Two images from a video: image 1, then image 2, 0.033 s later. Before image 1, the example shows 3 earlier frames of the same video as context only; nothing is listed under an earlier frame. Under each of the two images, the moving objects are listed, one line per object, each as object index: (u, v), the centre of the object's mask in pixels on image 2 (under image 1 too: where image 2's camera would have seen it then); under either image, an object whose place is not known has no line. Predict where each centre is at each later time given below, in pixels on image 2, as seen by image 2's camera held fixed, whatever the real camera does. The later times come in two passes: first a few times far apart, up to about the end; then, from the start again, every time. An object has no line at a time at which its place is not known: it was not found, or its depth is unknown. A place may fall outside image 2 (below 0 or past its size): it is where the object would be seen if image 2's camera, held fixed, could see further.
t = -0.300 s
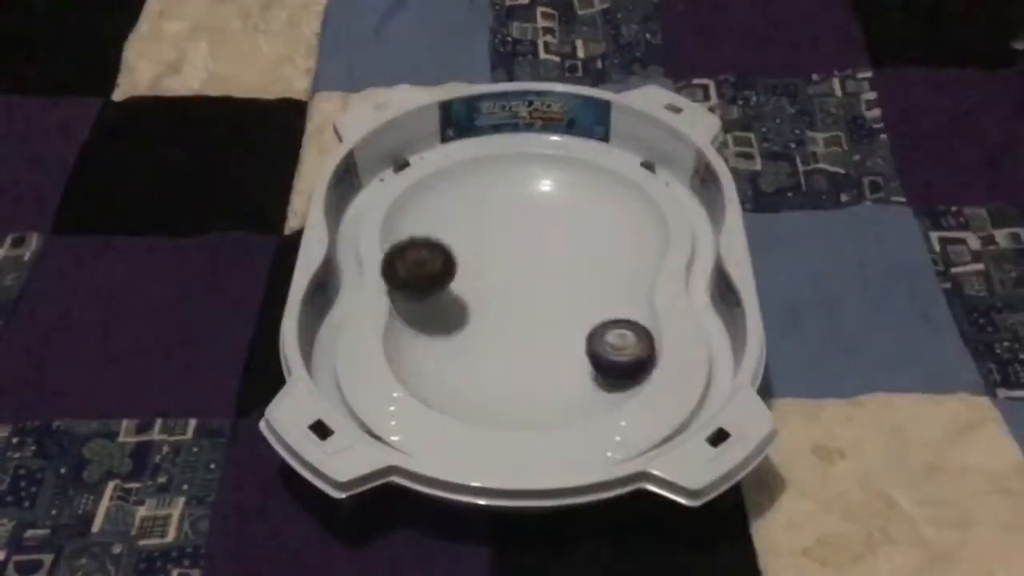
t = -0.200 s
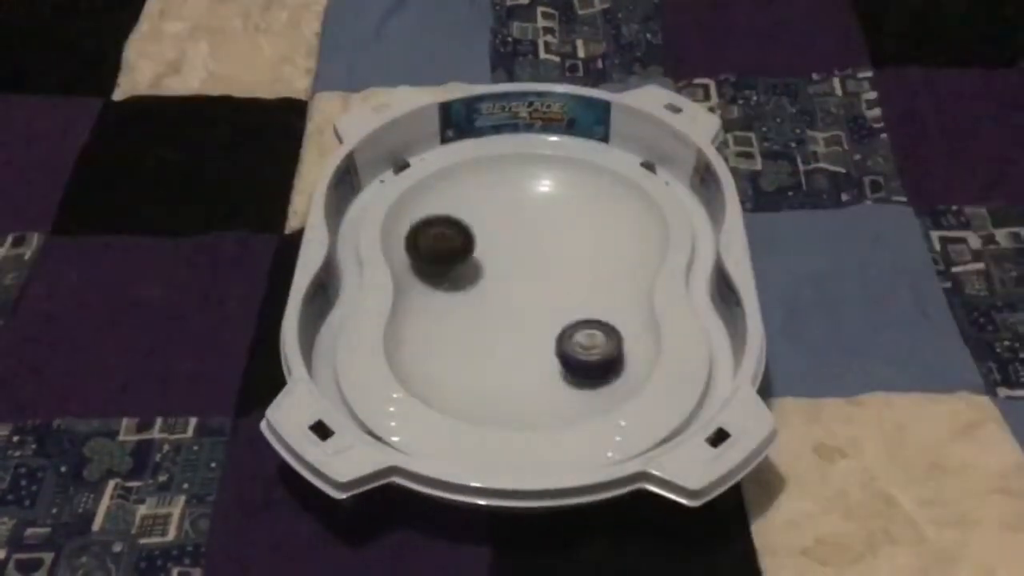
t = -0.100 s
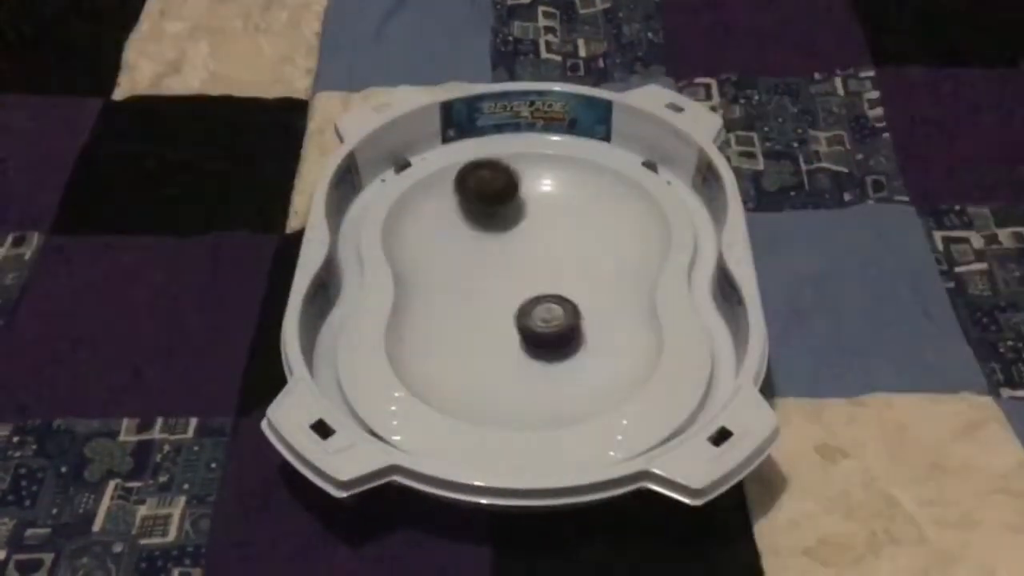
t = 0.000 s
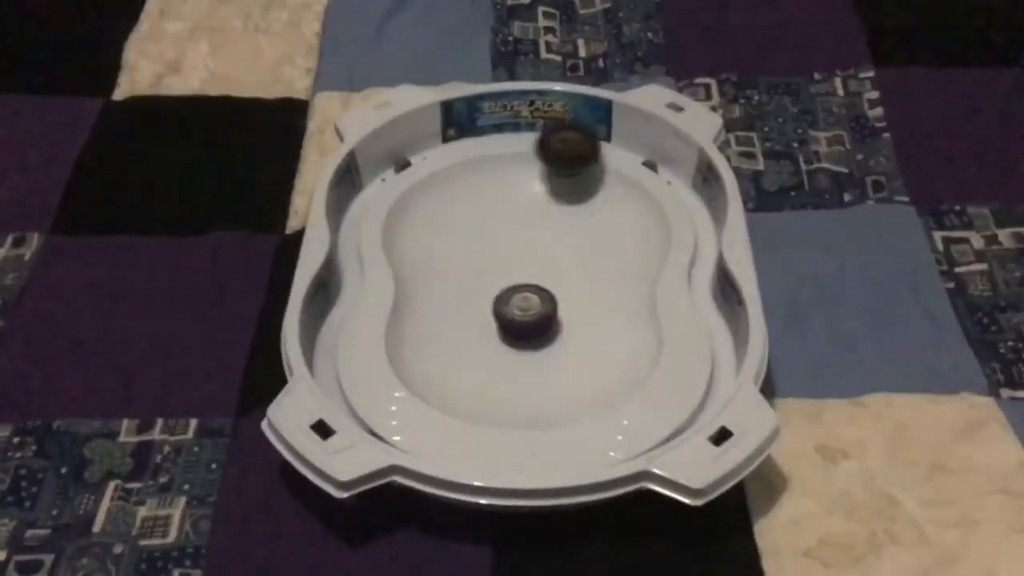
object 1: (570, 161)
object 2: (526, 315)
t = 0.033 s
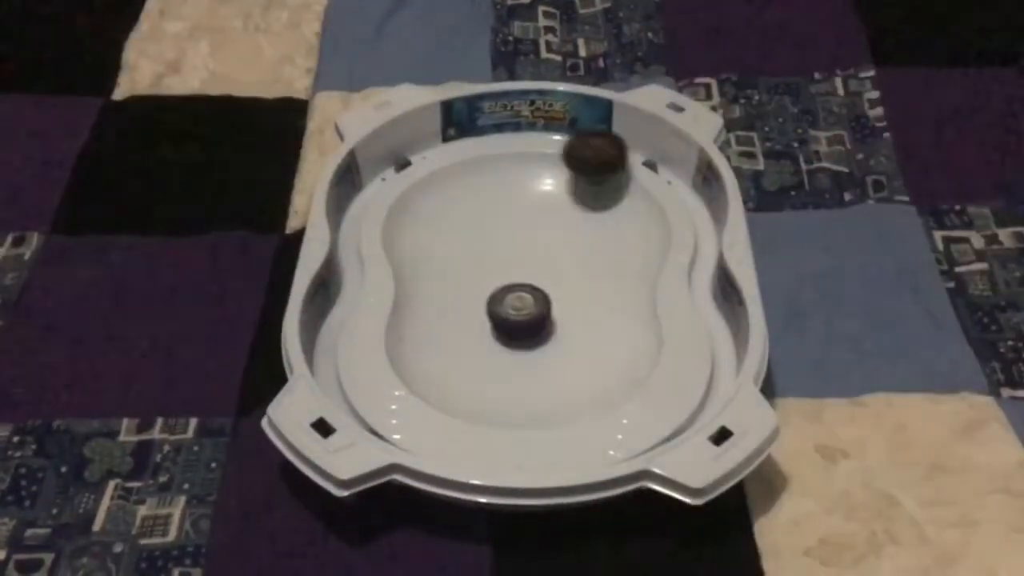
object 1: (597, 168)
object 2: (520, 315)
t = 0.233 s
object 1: (591, 338)
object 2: (478, 353)
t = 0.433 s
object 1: (451, 429)
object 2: (450, 365)
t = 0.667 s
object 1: (368, 386)
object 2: (503, 331)
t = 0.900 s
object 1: (354, 309)
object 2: (498, 295)
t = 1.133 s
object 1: (382, 241)
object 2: (522, 230)
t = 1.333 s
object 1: (450, 217)
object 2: (506, 178)
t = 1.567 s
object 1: (544, 229)
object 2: (639, 239)
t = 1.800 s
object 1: (495, 240)
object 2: (698, 322)
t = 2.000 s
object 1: (497, 226)
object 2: (707, 350)
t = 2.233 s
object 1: (525, 242)
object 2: (692, 383)
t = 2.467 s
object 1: (498, 261)
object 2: (666, 408)
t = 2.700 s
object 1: (494, 235)
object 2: (628, 429)
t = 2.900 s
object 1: (551, 243)
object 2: (602, 437)
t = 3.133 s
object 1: (557, 306)
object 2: (569, 437)
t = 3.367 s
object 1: (541, 340)
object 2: (539, 428)
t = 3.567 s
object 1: (532, 351)
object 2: (506, 415)
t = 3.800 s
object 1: (517, 328)
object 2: (522, 388)
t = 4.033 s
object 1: (498, 258)
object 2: (576, 315)
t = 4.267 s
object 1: (556, 167)
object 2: (555, 222)
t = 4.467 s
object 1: (608, 232)
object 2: (468, 205)
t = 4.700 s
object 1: (521, 307)
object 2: (438, 272)
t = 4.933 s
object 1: (533, 311)
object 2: (431, 316)
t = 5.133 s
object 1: (555, 320)
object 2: (485, 364)
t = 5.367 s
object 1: (622, 307)
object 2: (477, 339)
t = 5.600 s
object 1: (572, 367)
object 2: (492, 319)
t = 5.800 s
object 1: (504, 307)
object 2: (537, 259)
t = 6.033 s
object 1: (475, 173)
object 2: (567, 181)
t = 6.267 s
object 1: (518, 212)
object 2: (586, 245)
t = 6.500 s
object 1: (472, 238)
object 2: (604, 285)
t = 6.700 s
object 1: (443, 208)
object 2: (569, 277)
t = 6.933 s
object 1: (500, 205)
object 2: (571, 292)
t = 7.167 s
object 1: (522, 214)
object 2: (596, 355)
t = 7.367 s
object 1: (505, 256)
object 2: (588, 378)
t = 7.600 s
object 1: (477, 263)
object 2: (563, 379)
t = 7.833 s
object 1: (502, 258)
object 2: (505, 381)
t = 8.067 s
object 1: (561, 270)
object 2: (484, 378)
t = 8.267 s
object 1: (591, 308)
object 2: (466, 348)
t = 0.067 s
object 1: (618, 186)
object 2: (513, 316)
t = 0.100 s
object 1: (630, 211)
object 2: (506, 320)
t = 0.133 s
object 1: (633, 238)
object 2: (498, 324)
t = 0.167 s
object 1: (625, 267)
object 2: (491, 333)
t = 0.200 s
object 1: (611, 300)
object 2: (485, 342)
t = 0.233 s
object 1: (591, 338)
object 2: (478, 353)
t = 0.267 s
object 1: (563, 373)
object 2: (474, 366)
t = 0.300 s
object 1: (539, 395)
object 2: (461, 375)
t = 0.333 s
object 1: (517, 392)
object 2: (445, 375)
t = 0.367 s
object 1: (494, 391)
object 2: (437, 366)
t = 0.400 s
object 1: (472, 403)
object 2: (438, 363)
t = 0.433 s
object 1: (451, 429)
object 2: (450, 365)
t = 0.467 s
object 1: (435, 430)
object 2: (463, 364)
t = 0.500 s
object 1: (423, 422)
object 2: (478, 360)
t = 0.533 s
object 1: (411, 416)
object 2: (492, 357)
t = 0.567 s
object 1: (399, 410)
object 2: (501, 352)
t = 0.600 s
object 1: (387, 403)
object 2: (506, 346)
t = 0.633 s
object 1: (376, 396)
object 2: (506, 339)
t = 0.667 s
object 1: (368, 386)
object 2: (503, 331)
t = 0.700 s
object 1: (360, 377)
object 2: (500, 324)
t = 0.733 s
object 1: (354, 367)
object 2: (498, 319)
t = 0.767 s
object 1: (348, 348)
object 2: (497, 313)
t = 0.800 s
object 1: (346, 337)
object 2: (496, 309)
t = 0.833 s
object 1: (346, 332)
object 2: (496, 305)
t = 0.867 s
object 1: (348, 321)
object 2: (497, 300)
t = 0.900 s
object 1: (354, 309)
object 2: (498, 295)
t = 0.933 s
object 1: (353, 297)
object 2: (500, 289)
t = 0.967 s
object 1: (365, 286)
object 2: (503, 283)
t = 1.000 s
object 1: (369, 275)
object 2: (506, 275)
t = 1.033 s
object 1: (374, 266)
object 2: (511, 266)
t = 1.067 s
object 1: (377, 257)
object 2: (516, 255)
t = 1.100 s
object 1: (379, 248)
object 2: (521, 243)
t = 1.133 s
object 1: (382, 241)
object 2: (522, 230)
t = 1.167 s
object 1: (385, 232)
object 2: (520, 214)
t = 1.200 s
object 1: (390, 224)
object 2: (514, 203)
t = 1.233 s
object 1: (398, 215)
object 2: (508, 193)
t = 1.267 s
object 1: (414, 222)
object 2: (500, 185)
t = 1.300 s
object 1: (436, 217)
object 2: (493, 183)
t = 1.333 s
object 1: (450, 217)
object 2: (506, 178)
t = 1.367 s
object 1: (460, 219)
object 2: (531, 173)
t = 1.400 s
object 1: (473, 220)
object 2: (555, 173)
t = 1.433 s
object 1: (490, 221)
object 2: (575, 184)
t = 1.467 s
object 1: (508, 221)
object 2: (592, 199)
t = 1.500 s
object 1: (529, 222)
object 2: (604, 214)
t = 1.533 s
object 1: (547, 225)
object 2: (612, 231)
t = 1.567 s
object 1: (544, 229)
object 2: (639, 239)
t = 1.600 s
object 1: (537, 232)
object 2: (648, 235)
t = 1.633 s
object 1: (531, 236)
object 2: (655, 242)
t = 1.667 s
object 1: (523, 240)
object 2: (662, 260)
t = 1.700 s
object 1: (516, 242)
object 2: (668, 287)
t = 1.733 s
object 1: (509, 242)
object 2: (676, 301)
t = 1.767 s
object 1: (502, 242)
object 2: (687, 313)
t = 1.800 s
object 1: (495, 240)
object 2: (698, 322)
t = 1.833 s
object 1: (492, 238)
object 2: (706, 329)
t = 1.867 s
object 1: (489, 234)
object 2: (704, 334)
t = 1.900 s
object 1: (489, 232)
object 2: (705, 338)
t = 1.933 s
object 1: (490, 229)
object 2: (707, 344)
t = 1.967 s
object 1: (493, 227)
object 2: (707, 347)
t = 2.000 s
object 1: (497, 226)
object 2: (707, 350)
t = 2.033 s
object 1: (502, 226)
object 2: (706, 354)
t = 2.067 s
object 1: (507, 227)
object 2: (705, 357)
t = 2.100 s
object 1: (513, 229)
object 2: (702, 362)
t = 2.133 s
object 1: (517, 231)
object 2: (698, 369)
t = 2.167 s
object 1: (521, 234)
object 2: (696, 373)
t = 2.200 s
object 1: (523, 238)
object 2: (695, 377)
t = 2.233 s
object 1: (525, 242)
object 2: (692, 383)
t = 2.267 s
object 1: (526, 246)
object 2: (688, 388)
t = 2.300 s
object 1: (524, 250)
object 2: (686, 391)
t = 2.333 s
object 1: (520, 254)
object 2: (682, 396)
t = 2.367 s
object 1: (514, 257)
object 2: (678, 399)
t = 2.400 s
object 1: (507, 260)
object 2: (672, 403)
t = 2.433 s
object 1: (502, 262)
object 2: (669, 406)
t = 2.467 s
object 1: (498, 261)
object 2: (666, 408)
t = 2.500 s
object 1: (493, 259)
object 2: (661, 412)
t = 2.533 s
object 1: (489, 256)
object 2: (656, 415)
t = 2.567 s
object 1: (485, 252)
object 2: (650, 418)
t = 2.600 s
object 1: (483, 246)
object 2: (645, 421)
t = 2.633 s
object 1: (484, 242)
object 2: (641, 424)
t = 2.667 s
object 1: (488, 238)
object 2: (634, 426)
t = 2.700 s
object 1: (494, 235)
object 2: (628, 429)
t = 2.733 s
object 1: (502, 233)
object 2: (623, 431)
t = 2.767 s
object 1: (511, 232)
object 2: (618, 433)
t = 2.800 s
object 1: (521, 233)
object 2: (615, 434)
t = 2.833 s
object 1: (531, 234)
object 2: (611, 435)
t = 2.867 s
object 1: (541, 238)
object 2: (607, 436)
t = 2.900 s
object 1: (551, 243)
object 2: (602, 437)
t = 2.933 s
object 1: (559, 250)
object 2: (598, 438)
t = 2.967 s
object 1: (564, 256)
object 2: (595, 439)
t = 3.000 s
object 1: (564, 263)
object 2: (592, 439)
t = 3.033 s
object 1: (564, 273)
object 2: (590, 440)
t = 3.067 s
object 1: (561, 284)
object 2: (585, 439)
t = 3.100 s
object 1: (559, 295)
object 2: (576, 439)
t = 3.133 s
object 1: (557, 306)
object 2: (569, 437)
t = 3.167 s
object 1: (556, 315)
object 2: (564, 436)
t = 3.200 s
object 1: (554, 323)
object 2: (560, 436)
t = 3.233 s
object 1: (551, 329)
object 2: (556, 435)
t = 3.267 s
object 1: (550, 334)
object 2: (551, 431)
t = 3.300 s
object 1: (546, 334)
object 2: (547, 430)
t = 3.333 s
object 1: (545, 343)
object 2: (543, 429)
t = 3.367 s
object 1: (541, 340)
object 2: (539, 428)
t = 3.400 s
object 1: (539, 342)
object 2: (534, 426)
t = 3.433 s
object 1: (537, 344)
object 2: (529, 426)
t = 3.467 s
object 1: (537, 351)
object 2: (524, 424)
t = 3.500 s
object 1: (536, 351)
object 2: (518, 419)
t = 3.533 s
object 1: (534, 352)
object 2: (512, 417)
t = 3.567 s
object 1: (532, 351)
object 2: (506, 415)
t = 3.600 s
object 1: (527, 346)
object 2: (499, 412)
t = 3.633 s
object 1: (527, 348)
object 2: (494, 410)
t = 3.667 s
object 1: (525, 346)
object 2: (494, 407)
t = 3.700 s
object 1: (524, 342)
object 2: (498, 405)
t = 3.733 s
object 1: (521, 338)
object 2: (506, 403)
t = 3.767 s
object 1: (518, 333)
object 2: (514, 395)
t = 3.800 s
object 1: (517, 328)
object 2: (522, 388)
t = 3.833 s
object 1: (515, 323)
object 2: (530, 387)
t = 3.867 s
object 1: (513, 317)
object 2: (542, 373)
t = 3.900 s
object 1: (511, 310)
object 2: (551, 358)
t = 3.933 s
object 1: (506, 300)
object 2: (562, 349)
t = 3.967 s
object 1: (502, 286)
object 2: (570, 339)
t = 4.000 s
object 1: (500, 273)
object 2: (575, 327)
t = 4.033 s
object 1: (498, 258)
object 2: (576, 315)
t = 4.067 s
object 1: (497, 243)
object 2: (575, 300)
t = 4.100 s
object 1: (499, 228)
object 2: (573, 285)
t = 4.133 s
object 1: (505, 214)
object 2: (570, 269)
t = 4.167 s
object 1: (515, 203)
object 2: (568, 253)
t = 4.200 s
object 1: (527, 192)
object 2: (567, 238)
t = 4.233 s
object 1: (541, 179)
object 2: (562, 228)
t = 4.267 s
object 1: (556, 167)
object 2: (555, 222)
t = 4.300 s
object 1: (570, 164)
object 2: (545, 216)
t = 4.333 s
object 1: (580, 171)
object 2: (532, 209)
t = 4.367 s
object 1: (590, 184)
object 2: (518, 204)
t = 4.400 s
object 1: (598, 199)
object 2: (502, 202)
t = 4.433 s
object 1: (606, 217)
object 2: (485, 202)
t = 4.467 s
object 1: (608, 232)
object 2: (468, 205)
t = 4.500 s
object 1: (604, 247)
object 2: (453, 211)
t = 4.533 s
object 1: (594, 260)
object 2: (441, 220)
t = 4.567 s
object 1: (576, 274)
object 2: (434, 232)
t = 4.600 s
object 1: (555, 287)
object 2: (436, 248)
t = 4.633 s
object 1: (532, 295)
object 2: (444, 261)
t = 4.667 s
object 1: (518, 301)
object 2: (450, 271)
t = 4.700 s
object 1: (521, 307)
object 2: (438, 272)
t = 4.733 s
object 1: (522, 312)
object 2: (433, 275)
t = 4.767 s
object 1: (521, 313)
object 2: (433, 280)
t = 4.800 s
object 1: (517, 313)
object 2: (436, 287)
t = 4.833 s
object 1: (513, 313)
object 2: (442, 296)
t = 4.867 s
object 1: (522, 312)
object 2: (435, 298)
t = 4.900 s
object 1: (528, 312)
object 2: (431, 305)
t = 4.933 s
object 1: (533, 311)
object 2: (431, 316)
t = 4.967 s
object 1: (538, 312)
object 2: (434, 326)
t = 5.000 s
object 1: (542, 313)
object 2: (440, 341)
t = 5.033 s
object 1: (546, 314)
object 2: (446, 352)
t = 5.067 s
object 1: (548, 310)
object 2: (456, 359)
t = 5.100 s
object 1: (552, 314)
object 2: (470, 363)
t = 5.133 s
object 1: (555, 320)
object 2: (485, 364)
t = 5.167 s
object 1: (556, 318)
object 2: (499, 359)
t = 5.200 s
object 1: (570, 313)
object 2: (496, 357)
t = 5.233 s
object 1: (587, 307)
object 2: (487, 355)
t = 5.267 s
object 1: (601, 303)
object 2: (483, 350)
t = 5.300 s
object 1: (612, 301)
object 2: (480, 346)
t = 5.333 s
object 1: (619, 303)
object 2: (478, 342)
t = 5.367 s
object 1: (622, 307)
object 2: (477, 339)
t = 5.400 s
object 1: (623, 313)
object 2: (477, 336)
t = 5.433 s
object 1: (622, 322)
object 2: (476, 334)
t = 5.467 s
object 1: (617, 333)
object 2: (477, 332)
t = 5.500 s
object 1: (609, 345)
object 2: (479, 330)
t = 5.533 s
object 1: (599, 355)
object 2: (483, 327)
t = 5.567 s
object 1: (587, 366)
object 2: (487, 323)
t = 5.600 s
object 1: (572, 367)
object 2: (492, 319)
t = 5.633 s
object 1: (557, 364)
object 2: (499, 314)
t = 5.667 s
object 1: (543, 358)
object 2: (504, 304)
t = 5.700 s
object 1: (532, 350)
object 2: (513, 292)
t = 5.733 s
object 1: (522, 338)
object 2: (522, 281)
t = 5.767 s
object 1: (512, 324)
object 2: (530, 271)
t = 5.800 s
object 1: (504, 307)
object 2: (537, 259)
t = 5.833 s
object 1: (496, 289)
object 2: (545, 250)
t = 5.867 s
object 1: (490, 270)
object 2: (551, 238)
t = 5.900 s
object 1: (484, 250)
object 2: (553, 225)
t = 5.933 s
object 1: (480, 230)
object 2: (552, 214)
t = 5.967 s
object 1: (482, 210)
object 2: (548, 203)
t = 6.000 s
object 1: (478, 189)
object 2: (555, 192)
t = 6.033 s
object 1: (475, 173)
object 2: (567, 181)
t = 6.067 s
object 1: (473, 152)
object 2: (576, 176)
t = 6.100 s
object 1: (478, 152)
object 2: (581, 178)
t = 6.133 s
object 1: (489, 168)
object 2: (582, 191)
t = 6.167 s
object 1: (498, 181)
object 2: (580, 206)
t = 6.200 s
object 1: (512, 195)
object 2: (575, 218)
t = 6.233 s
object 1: (517, 204)
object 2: (578, 231)
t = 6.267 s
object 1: (518, 212)
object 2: (586, 245)
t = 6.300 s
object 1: (517, 219)
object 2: (593, 256)
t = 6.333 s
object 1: (514, 224)
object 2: (599, 265)
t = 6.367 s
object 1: (508, 230)
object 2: (603, 271)
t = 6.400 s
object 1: (501, 234)
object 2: (605, 277)
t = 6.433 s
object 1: (493, 237)
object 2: (606, 281)
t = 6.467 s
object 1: (483, 238)
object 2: (605, 284)
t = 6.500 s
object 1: (472, 238)
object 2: (604, 285)
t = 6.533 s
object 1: (461, 236)
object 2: (600, 285)
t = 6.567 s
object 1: (451, 234)
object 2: (595, 285)
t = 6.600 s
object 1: (443, 228)
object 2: (590, 284)
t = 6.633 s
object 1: (439, 221)
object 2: (584, 282)
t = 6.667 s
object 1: (439, 214)
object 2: (577, 280)
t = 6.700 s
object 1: (443, 208)
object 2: (569, 277)
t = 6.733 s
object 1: (454, 203)
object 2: (561, 274)
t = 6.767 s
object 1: (466, 201)
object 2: (555, 271)
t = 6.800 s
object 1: (482, 204)
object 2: (548, 268)
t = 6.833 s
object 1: (496, 210)
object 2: (542, 266)
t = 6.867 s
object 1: (508, 215)
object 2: (538, 264)
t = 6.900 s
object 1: (506, 213)
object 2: (553, 276)
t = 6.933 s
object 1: (500, 205)
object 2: (571, 292)
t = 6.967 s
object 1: (496, 200)
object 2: (585, 306)
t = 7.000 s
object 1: (498, 199)
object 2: (594, 318)
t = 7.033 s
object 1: (503, 199)
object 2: (598, 327)
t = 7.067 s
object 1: (509, 200)
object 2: (600, 334)
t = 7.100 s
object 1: (514, 203)
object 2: (599, 340)
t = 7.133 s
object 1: (519, 209)
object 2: (598, 347)
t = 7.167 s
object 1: (522, 214)
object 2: (596, 355)
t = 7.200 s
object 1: (524, 221)
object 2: (595, 363)
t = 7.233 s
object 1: (524, 228)
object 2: (594, 368)
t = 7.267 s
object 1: (522, 236)
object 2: (593, 373)
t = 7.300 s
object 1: (518, 243)
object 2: (591, 376)
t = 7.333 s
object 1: (513, 250)
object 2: (590, 377)
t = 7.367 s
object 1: (505, 256)
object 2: (588, 378)
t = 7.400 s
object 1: (497, 261)
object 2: (586, 378)
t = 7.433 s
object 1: (491, 264)
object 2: (584, 377)
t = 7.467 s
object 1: (486, 265)
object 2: (580, 376)
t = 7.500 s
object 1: (482, 265)
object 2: (578, 377)
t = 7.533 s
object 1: (479, 265)
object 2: (574, 378)
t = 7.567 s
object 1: (477, 265)
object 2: (568, 378)
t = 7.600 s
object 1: (477, 263)
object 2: (563, 379)
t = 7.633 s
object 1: (477, 262)
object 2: (556, 379)
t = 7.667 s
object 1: (478, 261)
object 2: (548, 380)
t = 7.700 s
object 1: (480, 260)
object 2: (540, 380)
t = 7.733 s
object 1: (484, 259)
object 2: (531, 381)
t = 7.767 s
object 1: (489, 258)
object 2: (522, 381)
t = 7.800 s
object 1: (495, 258)
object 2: (514, 381)
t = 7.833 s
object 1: (502, 258)
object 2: (505, 381)
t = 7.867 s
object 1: (509, 259)
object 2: (499, 381)
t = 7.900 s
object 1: (518, 261)
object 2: (493, 381)
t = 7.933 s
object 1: (527, 262)
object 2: (489, 381)
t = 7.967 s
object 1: (535, 264)
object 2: (487, 381)
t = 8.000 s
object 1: (544, 266)
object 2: (486, 380)
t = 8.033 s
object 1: (552, 267)
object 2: (485, 380)
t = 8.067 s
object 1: (561, 270)
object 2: (484, 378)
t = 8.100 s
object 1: (568, 273)
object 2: (483, 376)
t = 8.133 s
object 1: (575, 278)
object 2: (481, 372)
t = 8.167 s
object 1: (579, 284)
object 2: (478, 368)
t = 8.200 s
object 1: (584, 291)
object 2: (475, 363)
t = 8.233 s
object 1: (588, 299)
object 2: (470, 356)
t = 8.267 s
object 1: (591, 308)
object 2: (466, 348)
